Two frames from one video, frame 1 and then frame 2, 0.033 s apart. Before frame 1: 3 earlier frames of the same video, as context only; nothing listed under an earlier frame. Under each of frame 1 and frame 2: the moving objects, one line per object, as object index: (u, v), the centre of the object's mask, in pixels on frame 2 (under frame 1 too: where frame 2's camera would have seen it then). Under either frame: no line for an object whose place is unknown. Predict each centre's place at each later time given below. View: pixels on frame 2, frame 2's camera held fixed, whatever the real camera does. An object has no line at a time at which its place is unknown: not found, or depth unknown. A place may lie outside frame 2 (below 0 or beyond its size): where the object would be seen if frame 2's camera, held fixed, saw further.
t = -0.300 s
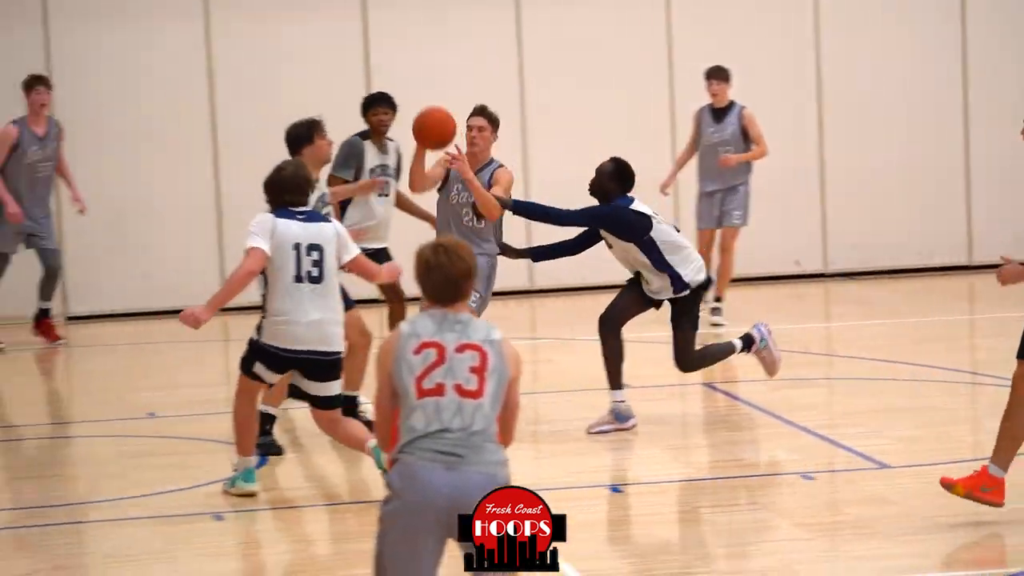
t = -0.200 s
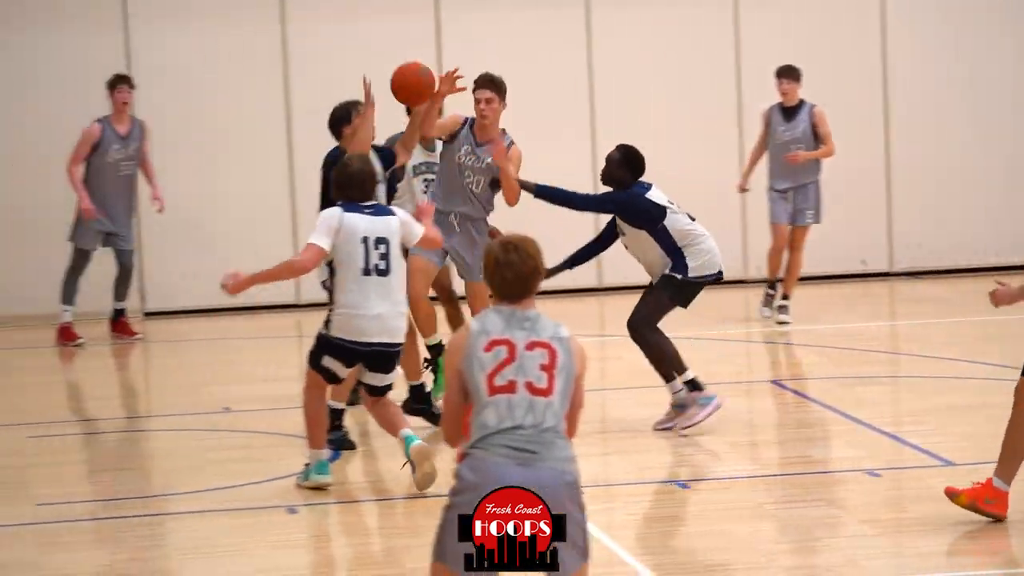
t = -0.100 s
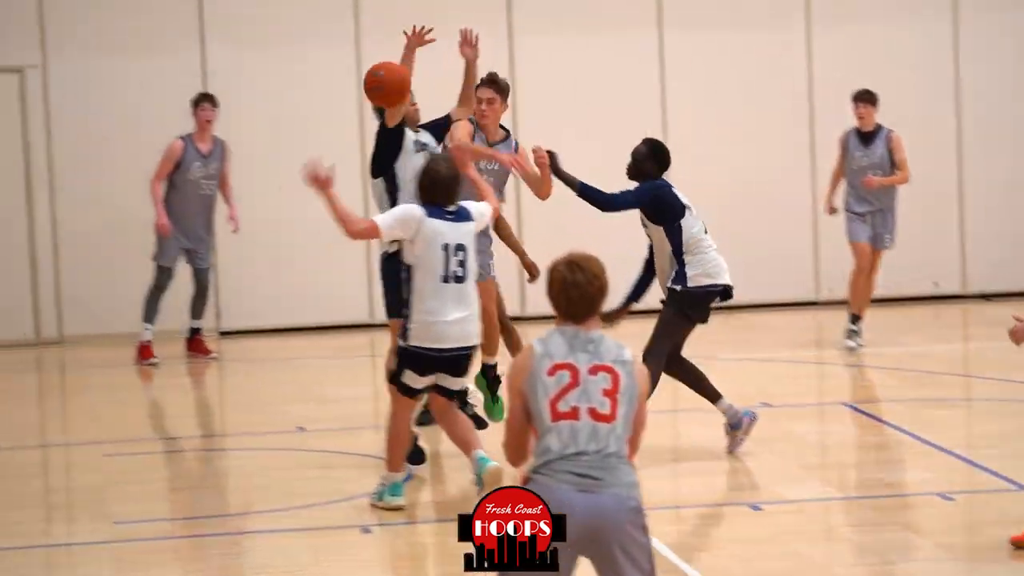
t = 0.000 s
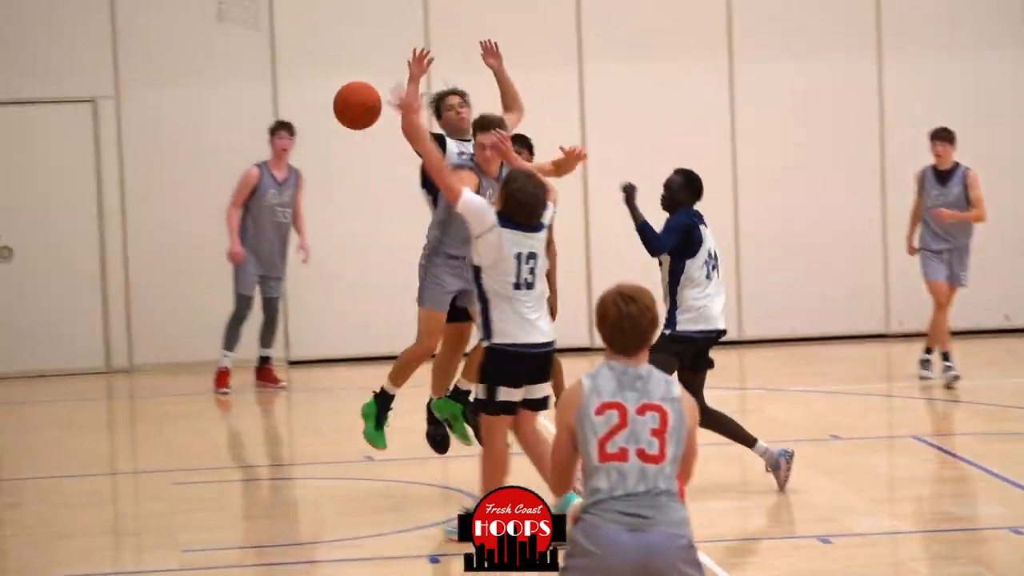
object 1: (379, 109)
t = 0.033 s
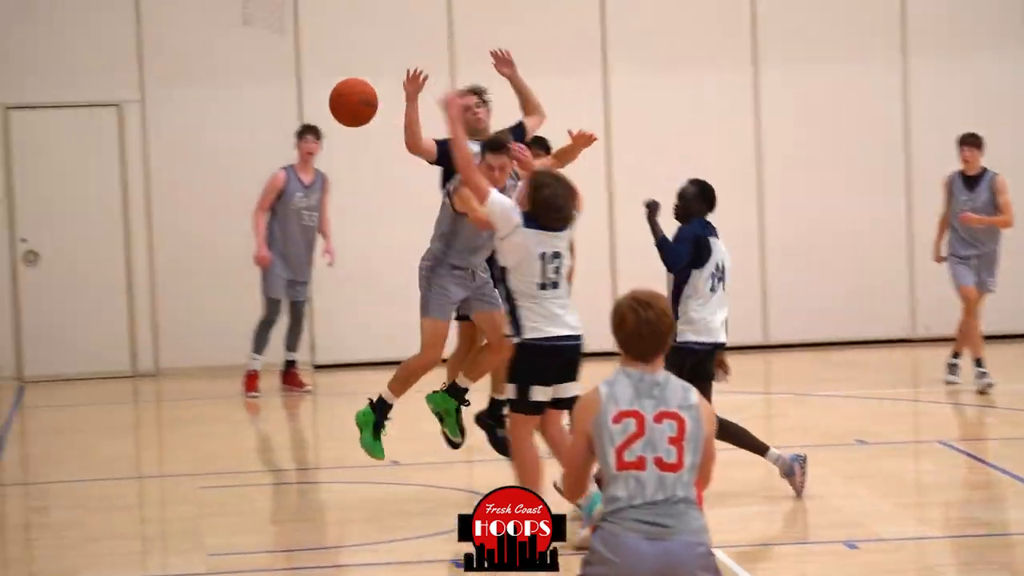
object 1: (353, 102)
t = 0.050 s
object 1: (340, 99)
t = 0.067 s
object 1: (327, 98)
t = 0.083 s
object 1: (314, 97)
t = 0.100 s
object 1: (299, 95)
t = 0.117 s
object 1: (285, 93)
